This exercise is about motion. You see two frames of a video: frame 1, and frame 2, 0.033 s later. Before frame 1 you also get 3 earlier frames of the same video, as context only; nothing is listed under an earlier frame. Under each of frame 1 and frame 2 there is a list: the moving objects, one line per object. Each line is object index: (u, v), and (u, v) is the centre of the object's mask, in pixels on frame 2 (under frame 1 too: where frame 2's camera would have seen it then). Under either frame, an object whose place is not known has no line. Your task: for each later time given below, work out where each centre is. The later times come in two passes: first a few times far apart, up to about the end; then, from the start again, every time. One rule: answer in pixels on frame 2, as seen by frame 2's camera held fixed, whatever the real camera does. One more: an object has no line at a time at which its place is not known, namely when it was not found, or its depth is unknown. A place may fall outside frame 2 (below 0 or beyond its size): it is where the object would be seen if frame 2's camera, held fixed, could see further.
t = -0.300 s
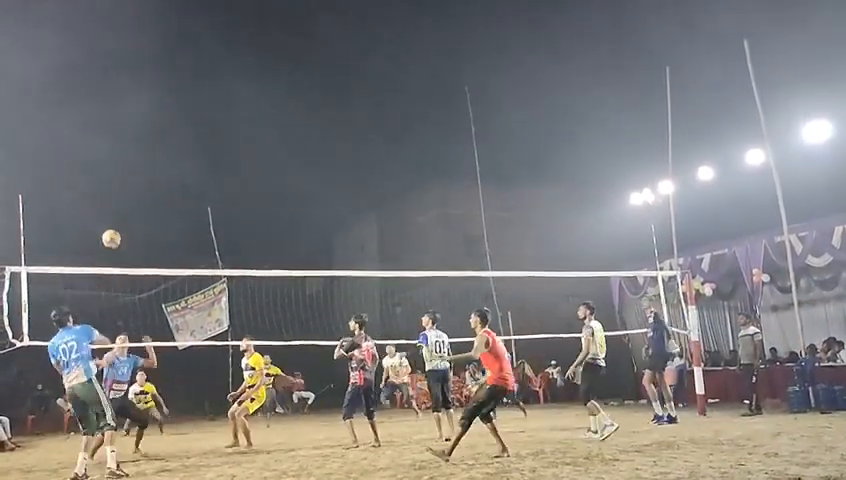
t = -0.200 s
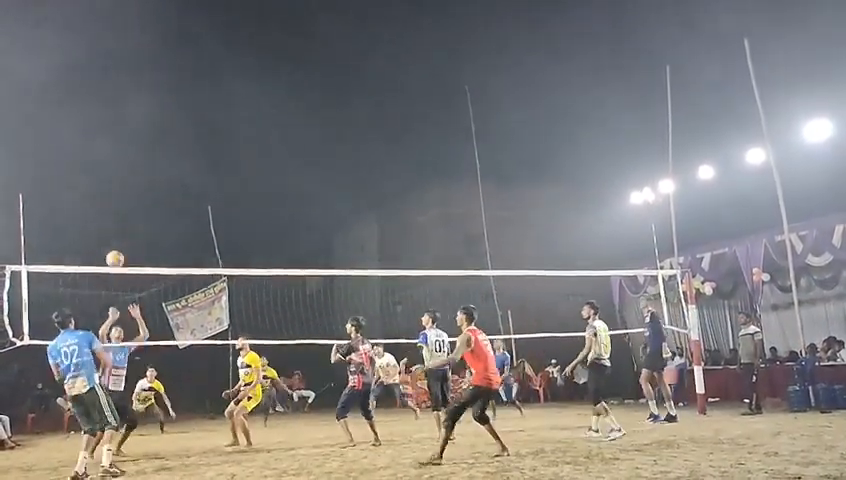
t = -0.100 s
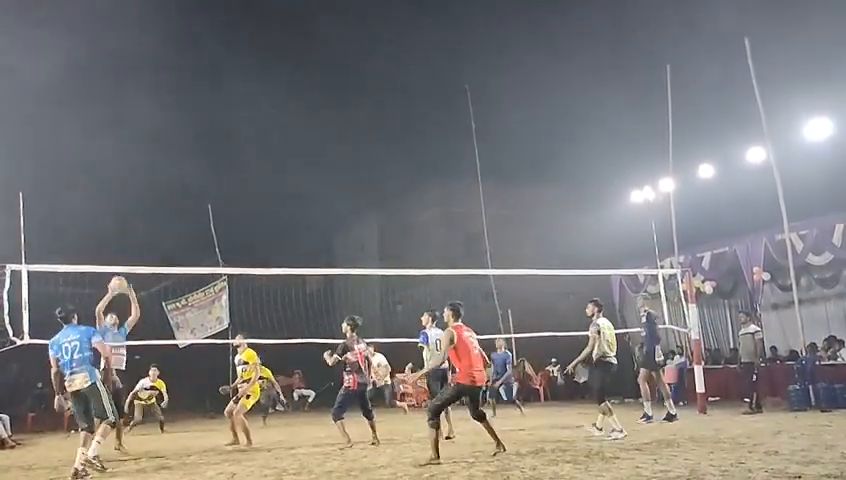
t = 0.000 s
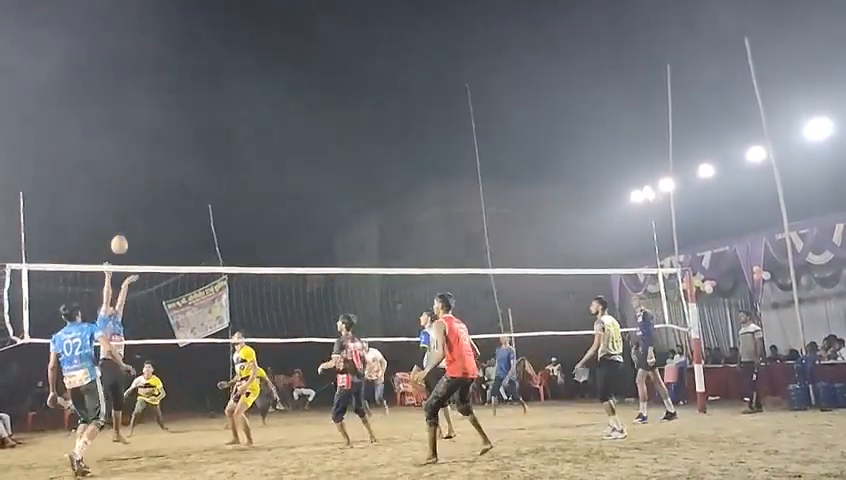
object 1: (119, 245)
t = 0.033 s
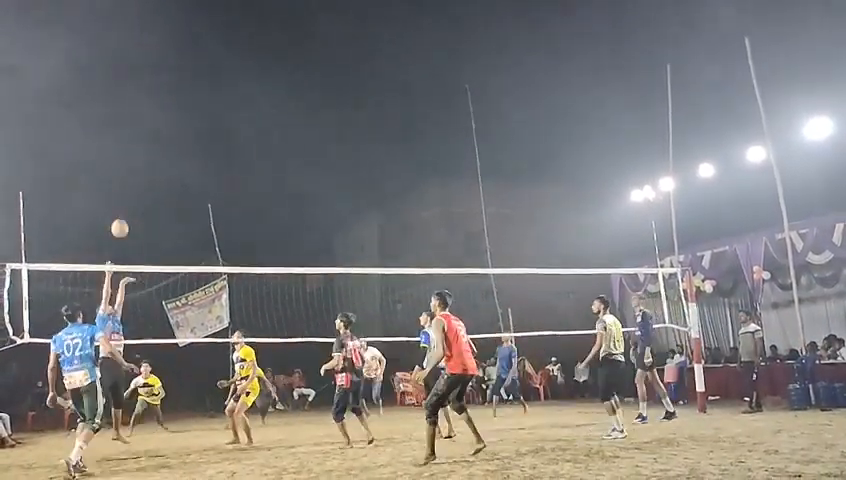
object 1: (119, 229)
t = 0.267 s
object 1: (122, 142)
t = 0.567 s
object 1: (124, 89)
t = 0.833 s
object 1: (126, 92)
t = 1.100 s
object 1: (128, 140)
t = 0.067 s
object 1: (120, 213)
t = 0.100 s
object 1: (120, 199)
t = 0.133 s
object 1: (120, 186)
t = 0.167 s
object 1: (121, 174)
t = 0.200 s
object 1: (121, 162)
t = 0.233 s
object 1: (121, 151)
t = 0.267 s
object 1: (122, 142)
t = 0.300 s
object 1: (122, 133)
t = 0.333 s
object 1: (122, 125)
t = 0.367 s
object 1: (122, 117)
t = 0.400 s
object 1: (122, 111)
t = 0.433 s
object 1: (123, 105)
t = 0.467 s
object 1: (123, 100)
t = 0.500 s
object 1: (123, 96)
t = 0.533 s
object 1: (124, 92)
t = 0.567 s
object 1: (124, 89)
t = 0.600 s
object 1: (125, 87)
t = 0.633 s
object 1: (125, 86)
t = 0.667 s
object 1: (125, 85)
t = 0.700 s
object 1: (125, 85)
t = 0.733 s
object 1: (125, 85)
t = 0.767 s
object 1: (125, 87)
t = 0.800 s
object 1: (126, 89)
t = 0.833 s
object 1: (126, 92)
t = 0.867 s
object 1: (126, 96)
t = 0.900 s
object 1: (126, 100)
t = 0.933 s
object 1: (127, 105)
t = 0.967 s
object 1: (127, 110)
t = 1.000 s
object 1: (127, 116)
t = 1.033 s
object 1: (127, 123)
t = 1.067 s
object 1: (128, 131)
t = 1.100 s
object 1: (128, 140)
